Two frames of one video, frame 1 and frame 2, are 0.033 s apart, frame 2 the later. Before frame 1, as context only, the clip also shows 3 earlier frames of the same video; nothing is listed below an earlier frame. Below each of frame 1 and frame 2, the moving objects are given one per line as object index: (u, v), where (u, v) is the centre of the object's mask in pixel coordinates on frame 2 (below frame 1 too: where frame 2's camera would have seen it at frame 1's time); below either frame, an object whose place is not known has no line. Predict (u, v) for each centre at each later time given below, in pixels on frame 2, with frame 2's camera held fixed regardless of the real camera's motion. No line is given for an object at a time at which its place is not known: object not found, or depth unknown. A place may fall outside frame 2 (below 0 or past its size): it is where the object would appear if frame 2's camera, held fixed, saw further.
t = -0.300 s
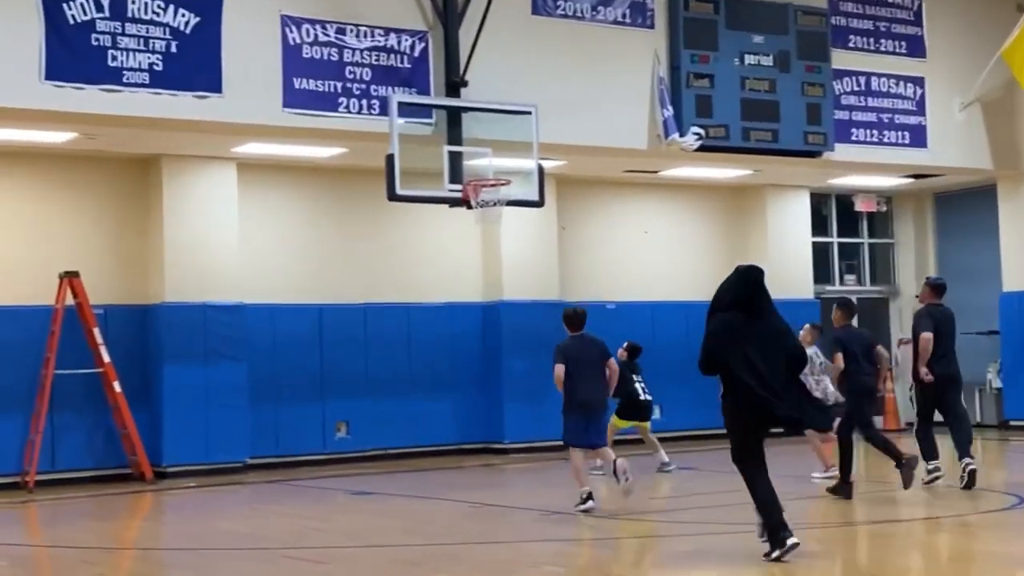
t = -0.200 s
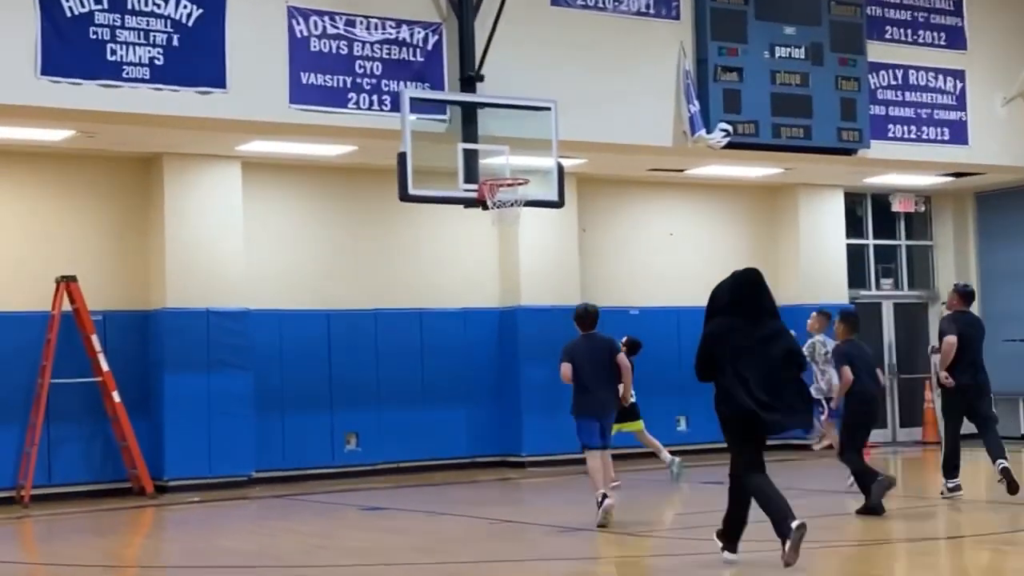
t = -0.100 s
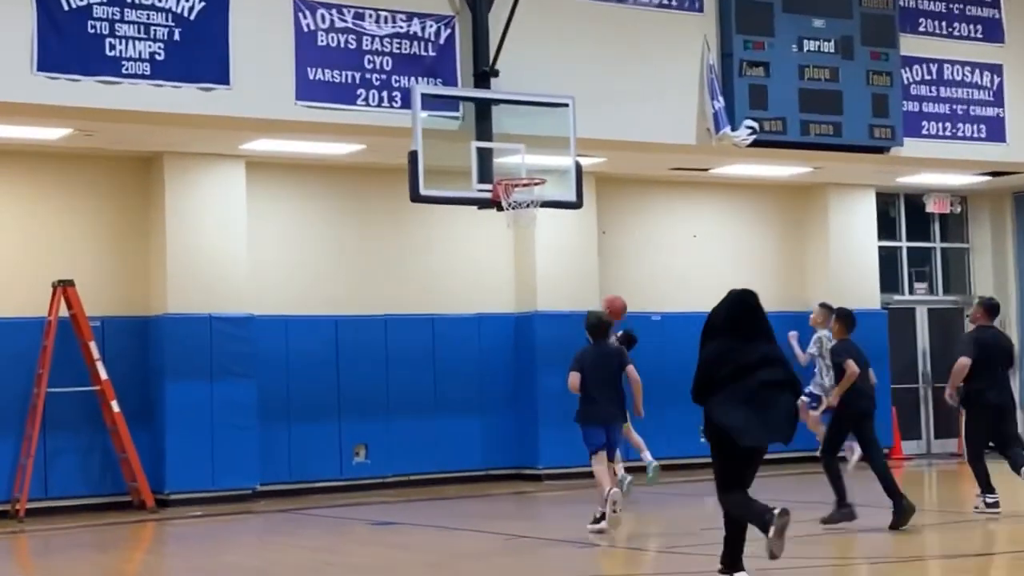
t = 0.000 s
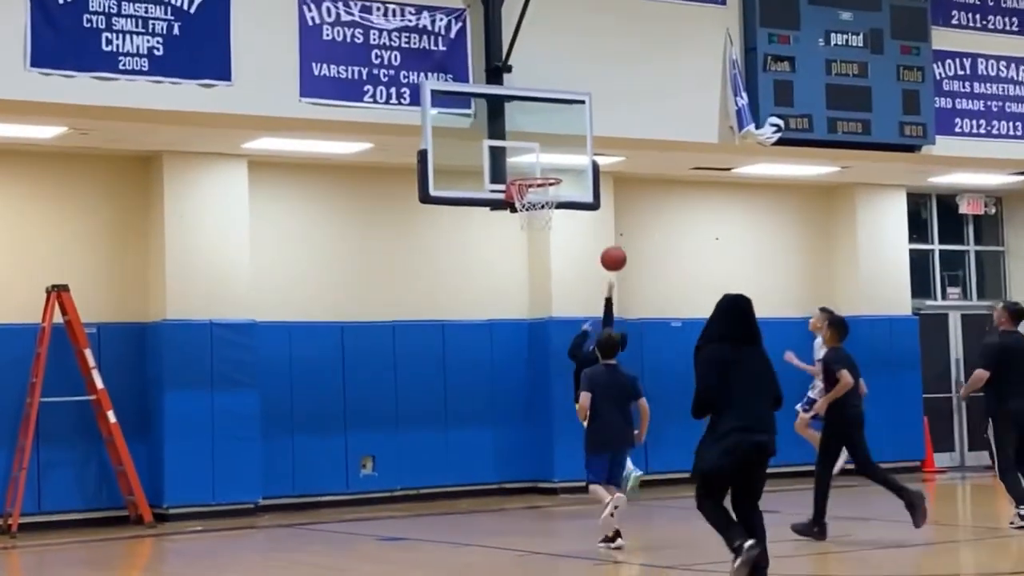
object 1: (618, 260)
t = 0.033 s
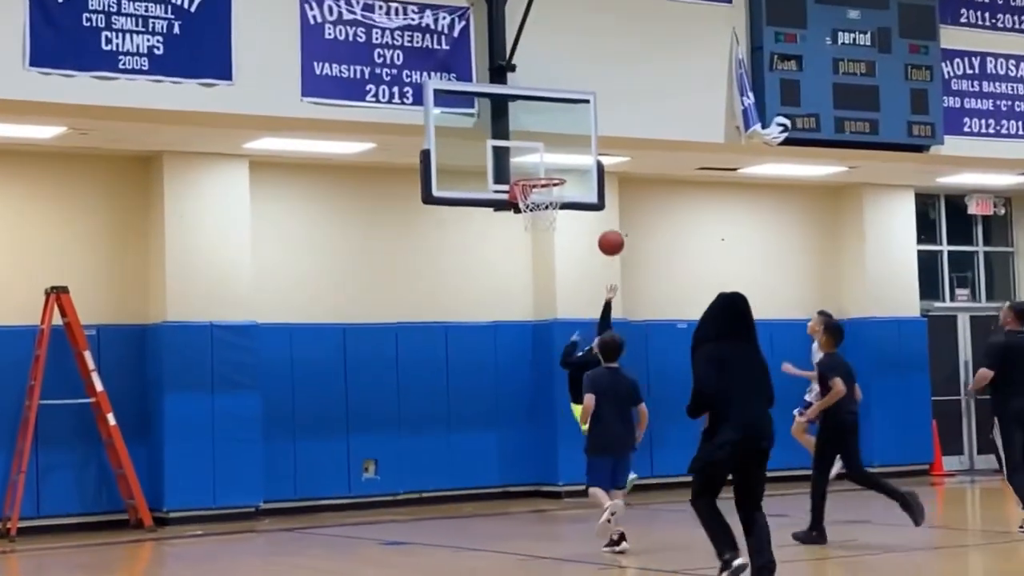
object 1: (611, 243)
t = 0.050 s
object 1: (607, 235)
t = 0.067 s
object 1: (603, 227)
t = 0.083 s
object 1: (600, 220)
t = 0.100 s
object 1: (596, 213)
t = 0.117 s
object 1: (592, 206)
